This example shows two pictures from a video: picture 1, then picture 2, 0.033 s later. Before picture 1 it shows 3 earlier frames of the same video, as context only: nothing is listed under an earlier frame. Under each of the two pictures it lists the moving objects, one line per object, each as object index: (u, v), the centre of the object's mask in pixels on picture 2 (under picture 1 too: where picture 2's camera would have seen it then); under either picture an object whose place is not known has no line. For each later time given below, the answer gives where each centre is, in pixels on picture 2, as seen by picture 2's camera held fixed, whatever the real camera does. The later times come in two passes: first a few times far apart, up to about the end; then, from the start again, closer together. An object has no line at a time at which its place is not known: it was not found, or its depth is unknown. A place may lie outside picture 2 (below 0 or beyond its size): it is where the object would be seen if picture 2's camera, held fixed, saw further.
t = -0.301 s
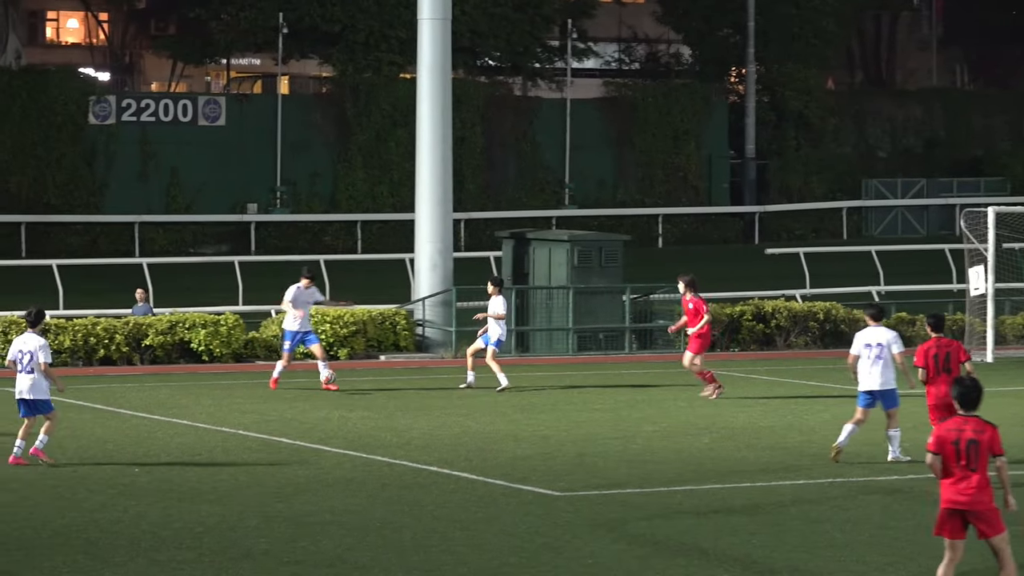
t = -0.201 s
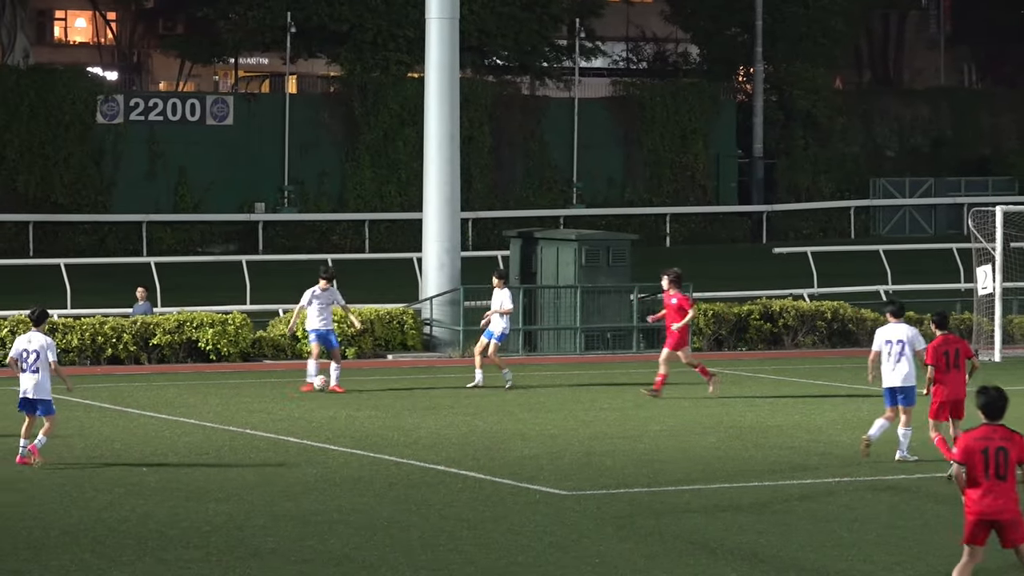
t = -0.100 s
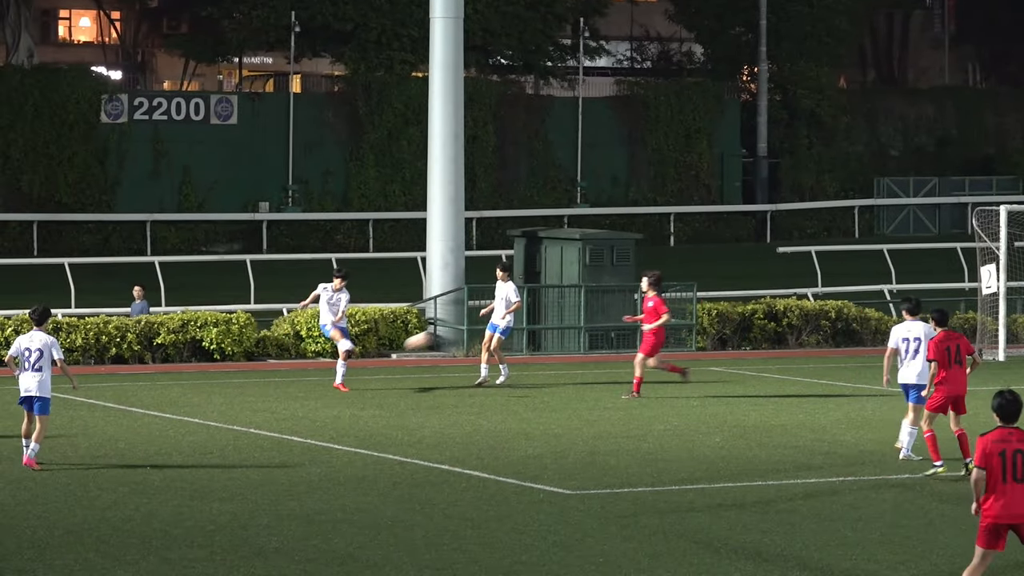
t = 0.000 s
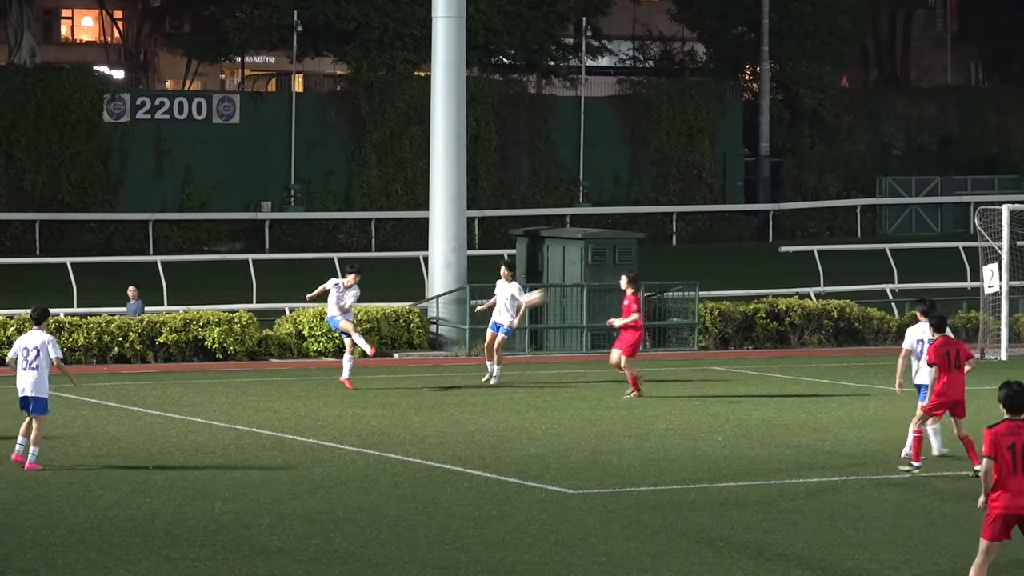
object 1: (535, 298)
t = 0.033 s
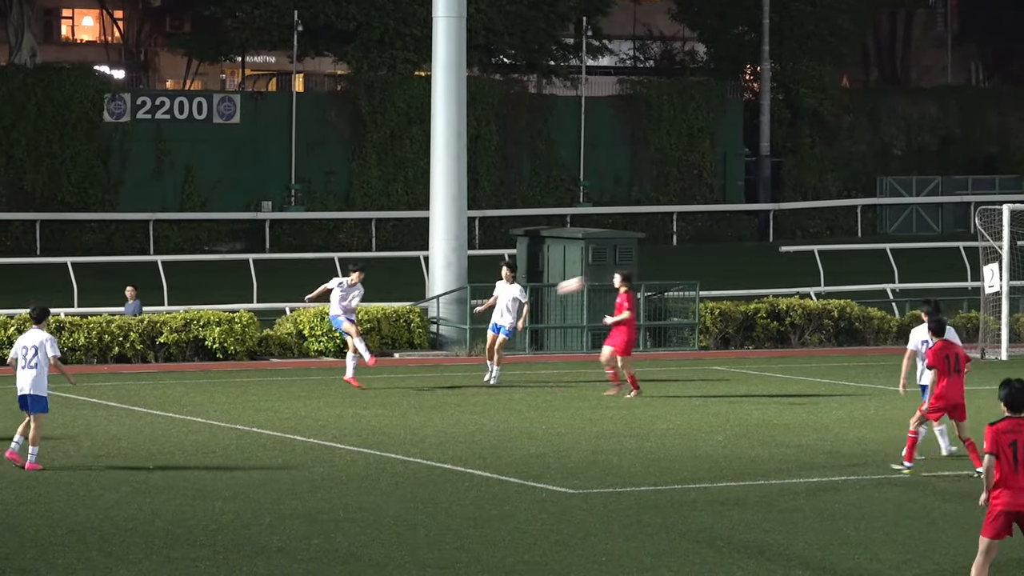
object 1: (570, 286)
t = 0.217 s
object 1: (793, 233)
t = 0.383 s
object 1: (1014, 206)
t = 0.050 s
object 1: (591, 280)
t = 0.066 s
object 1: (612, 274)
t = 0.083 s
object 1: (631, 269)
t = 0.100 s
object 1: (650, 264)
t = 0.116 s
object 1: (670, 259)
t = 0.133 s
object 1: (691, 254)
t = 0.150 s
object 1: (711, 249)
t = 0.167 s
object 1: (731, 245)
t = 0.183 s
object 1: (751, 241)
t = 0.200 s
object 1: (772, 237)
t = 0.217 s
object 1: (793, 233)
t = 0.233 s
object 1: (813, 229)
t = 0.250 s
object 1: (835, 225)
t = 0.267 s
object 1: (856, 222)
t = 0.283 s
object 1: (877, 220)
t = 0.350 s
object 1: (967, 210)
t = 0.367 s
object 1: (989, 207)
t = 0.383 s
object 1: (1014, 206)
